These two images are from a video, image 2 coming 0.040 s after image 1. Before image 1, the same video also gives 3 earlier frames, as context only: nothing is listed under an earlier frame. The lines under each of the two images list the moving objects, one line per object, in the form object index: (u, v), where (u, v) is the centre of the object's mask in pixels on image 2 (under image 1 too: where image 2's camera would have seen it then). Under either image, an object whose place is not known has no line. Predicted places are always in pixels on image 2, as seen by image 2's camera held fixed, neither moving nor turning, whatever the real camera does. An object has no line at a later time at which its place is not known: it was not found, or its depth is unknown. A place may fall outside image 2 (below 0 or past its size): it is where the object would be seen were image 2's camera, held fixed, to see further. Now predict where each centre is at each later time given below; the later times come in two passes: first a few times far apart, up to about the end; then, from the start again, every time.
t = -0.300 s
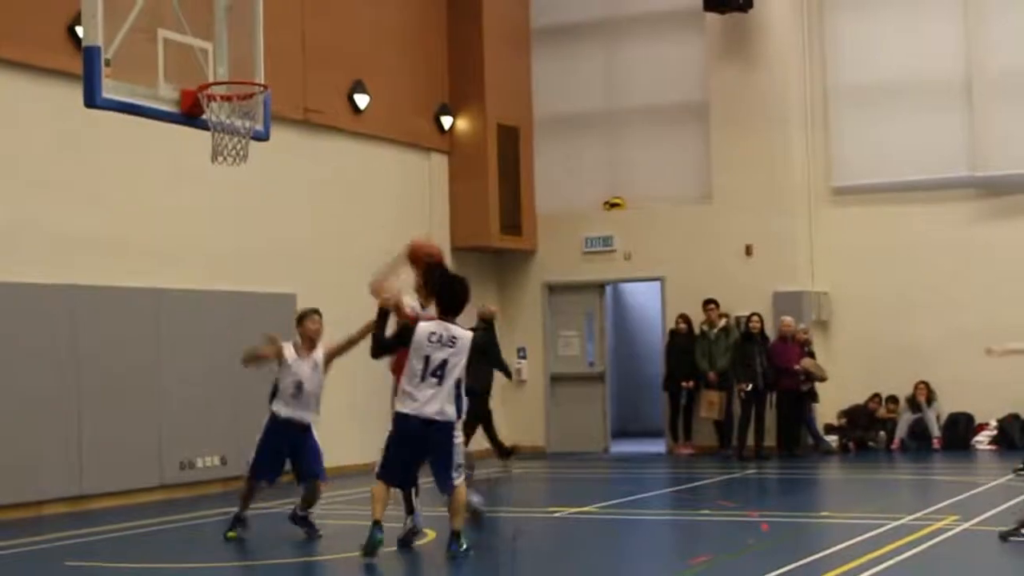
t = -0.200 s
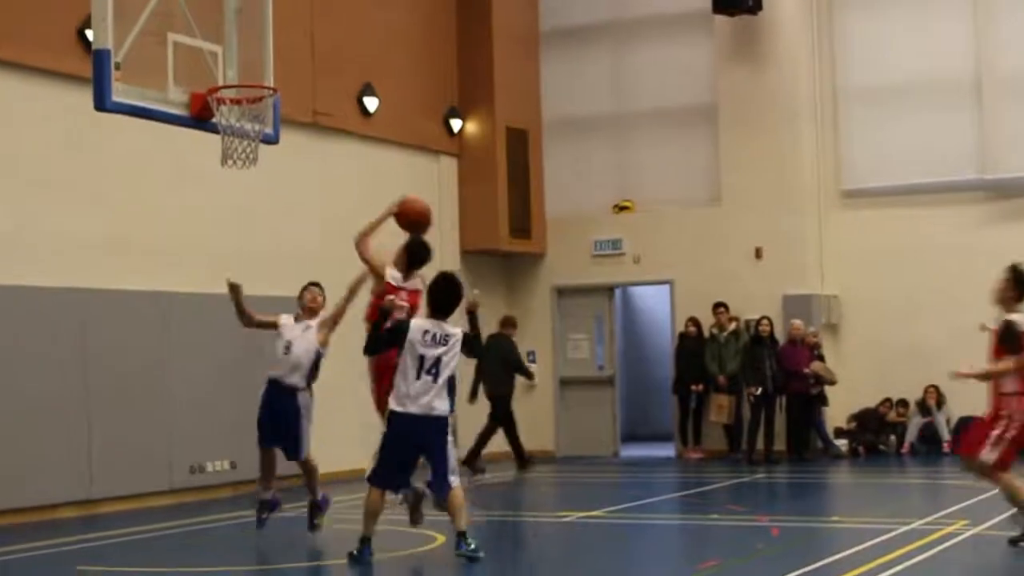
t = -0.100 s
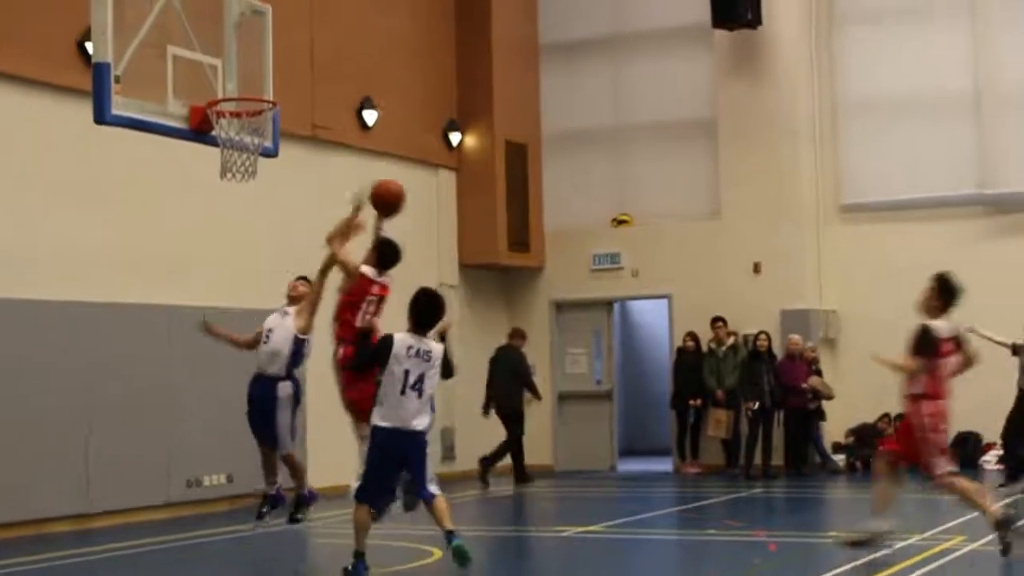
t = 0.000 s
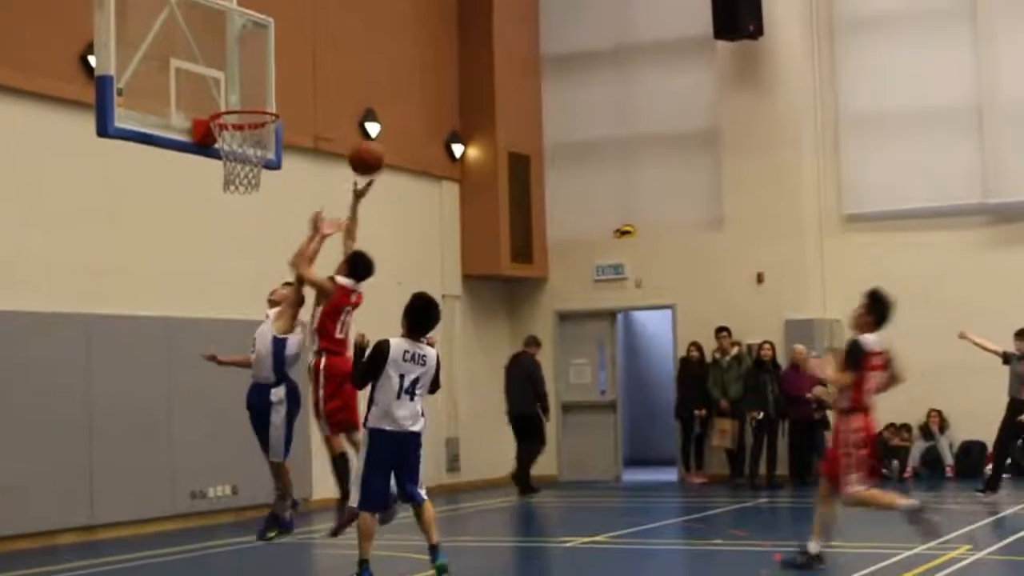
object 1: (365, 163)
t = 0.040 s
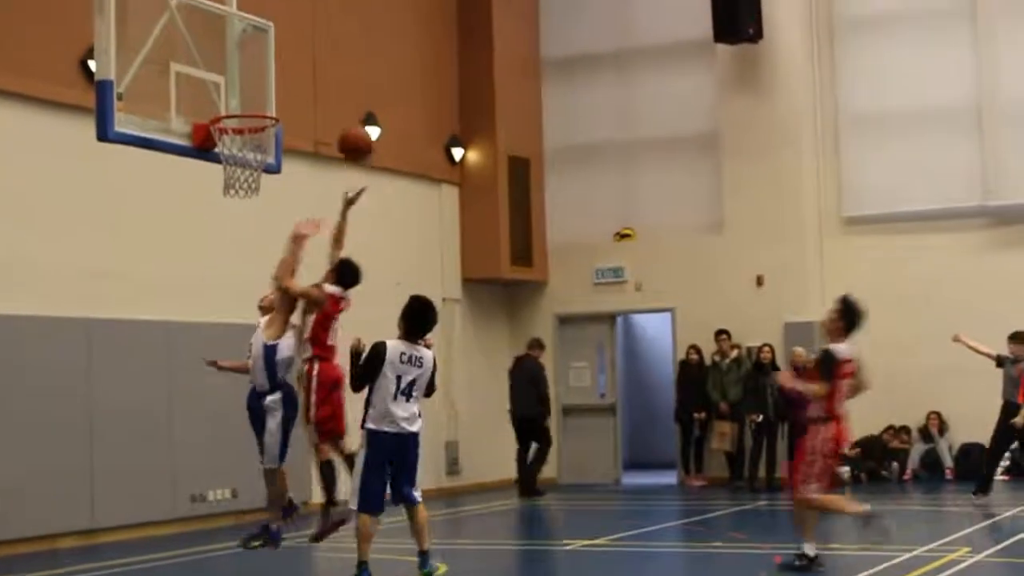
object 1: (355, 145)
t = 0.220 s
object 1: (310, 91)
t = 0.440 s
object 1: (259, 87)
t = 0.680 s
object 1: (246, 144)
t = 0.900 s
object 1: (273, 147)
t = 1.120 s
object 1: (260, 172)
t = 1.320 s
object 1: (226, 233)
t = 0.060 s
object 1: (350, 135)
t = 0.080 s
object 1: (344, 127)
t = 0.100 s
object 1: (340, 120)
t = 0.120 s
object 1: (335, 114)
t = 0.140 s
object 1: (330, 110)
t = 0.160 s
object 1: (325, 102)
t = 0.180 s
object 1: (320, 98)
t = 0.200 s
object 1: (316, 93)
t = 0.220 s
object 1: (310, 91)
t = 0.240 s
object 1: (305, 88)
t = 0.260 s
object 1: (301, 84)
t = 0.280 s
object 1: (297, 82)
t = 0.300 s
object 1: (292, 81)
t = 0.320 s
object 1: (288, 80)
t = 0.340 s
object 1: (282, 80)
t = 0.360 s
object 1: (277, 80)
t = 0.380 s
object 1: (272, 80)
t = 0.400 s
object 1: (267, 82)
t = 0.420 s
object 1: (263, 85)
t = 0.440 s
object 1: (259, 87)
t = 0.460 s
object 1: (254, 91)
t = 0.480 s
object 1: (249, 95)
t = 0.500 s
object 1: (245, 98)
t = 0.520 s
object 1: (241, 101)
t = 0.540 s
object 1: (234, 106)
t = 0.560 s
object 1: (231, 113)
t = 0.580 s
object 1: (227, 118)
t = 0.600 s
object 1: (230, 123)
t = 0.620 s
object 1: (234, 128)
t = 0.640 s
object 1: (236, 136)
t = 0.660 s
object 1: (241, 139)
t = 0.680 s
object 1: (246, 144)
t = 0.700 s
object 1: (250, 154)
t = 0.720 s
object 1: (259, 155)
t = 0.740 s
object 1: (262, 157)
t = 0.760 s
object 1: (260, 153)
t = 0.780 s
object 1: (263, 150)
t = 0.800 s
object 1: (265, 148)
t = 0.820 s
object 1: (267, 148)
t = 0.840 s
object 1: (272, 147)
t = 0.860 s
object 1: (272, 147)
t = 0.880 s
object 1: (272, 147)
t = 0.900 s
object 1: (273, 147)
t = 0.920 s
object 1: (273, 148)
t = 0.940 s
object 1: (273, 149)
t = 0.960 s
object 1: (273, 149)
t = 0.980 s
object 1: (272, 152)
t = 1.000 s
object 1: (271, 153)
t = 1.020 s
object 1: (271, 153)
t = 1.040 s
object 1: (270, 156)
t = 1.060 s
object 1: (268, 163)
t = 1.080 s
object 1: (266, 164)
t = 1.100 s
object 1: (264, 166)
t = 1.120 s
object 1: (260, 172)
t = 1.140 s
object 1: (257, 174)
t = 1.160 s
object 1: (253, 175)
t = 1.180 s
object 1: (250, 188)
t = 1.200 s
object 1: (246, 191)
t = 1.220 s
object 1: (243, 195)
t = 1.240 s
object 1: (239, 200)
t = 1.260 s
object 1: (236, 207)
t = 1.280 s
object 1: (232, 216)
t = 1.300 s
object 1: (229, 223)
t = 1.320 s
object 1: (226, 233)
